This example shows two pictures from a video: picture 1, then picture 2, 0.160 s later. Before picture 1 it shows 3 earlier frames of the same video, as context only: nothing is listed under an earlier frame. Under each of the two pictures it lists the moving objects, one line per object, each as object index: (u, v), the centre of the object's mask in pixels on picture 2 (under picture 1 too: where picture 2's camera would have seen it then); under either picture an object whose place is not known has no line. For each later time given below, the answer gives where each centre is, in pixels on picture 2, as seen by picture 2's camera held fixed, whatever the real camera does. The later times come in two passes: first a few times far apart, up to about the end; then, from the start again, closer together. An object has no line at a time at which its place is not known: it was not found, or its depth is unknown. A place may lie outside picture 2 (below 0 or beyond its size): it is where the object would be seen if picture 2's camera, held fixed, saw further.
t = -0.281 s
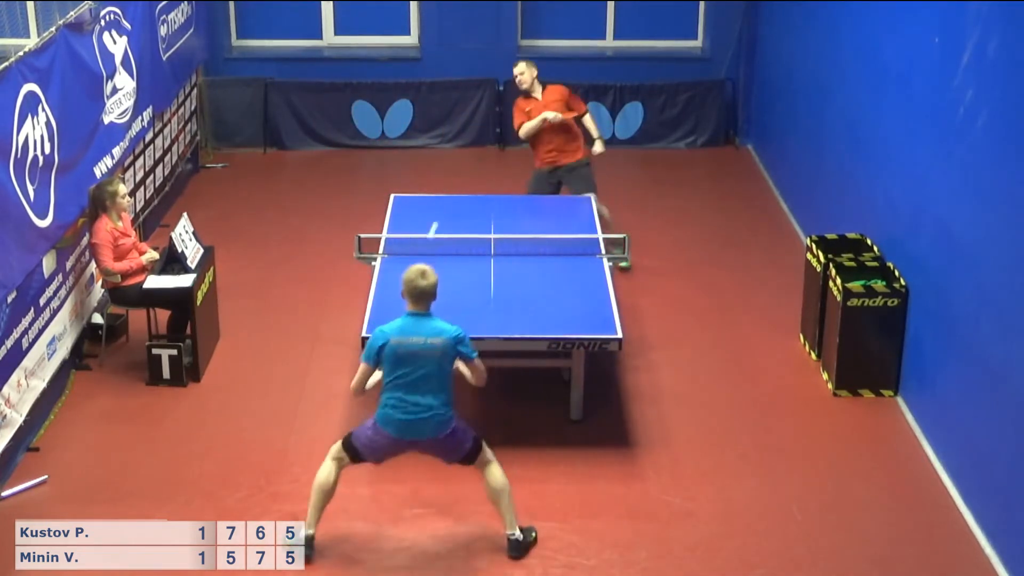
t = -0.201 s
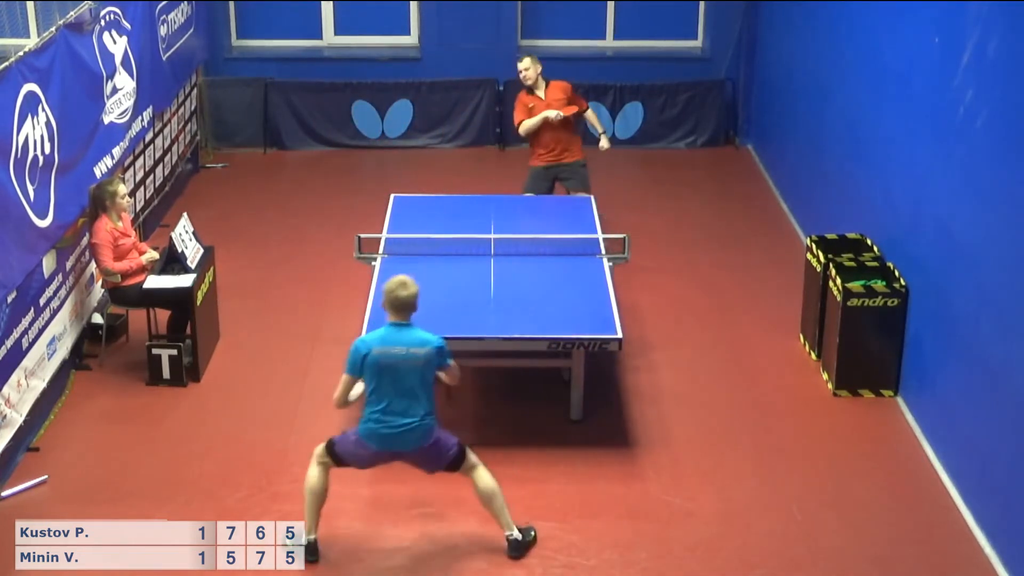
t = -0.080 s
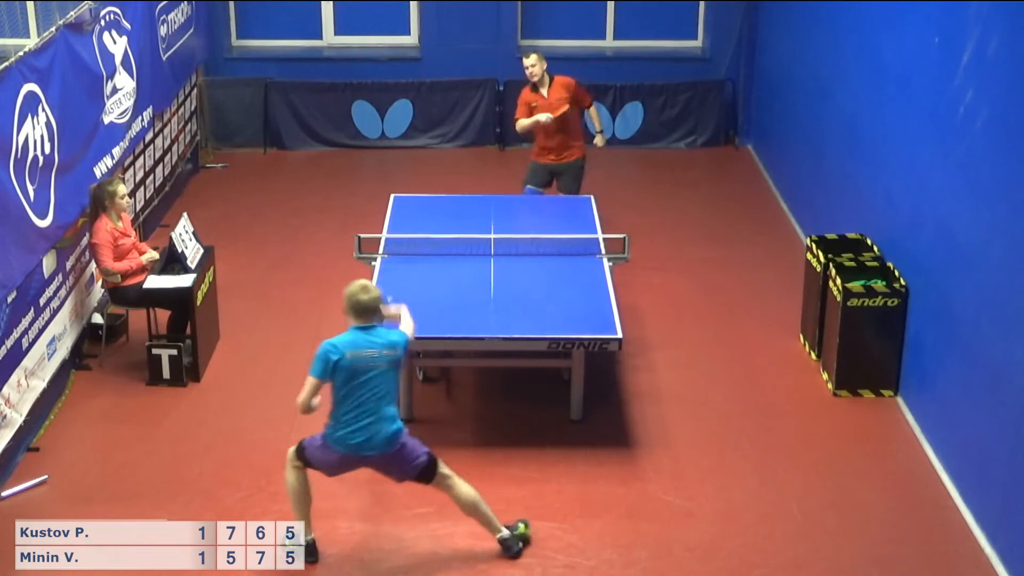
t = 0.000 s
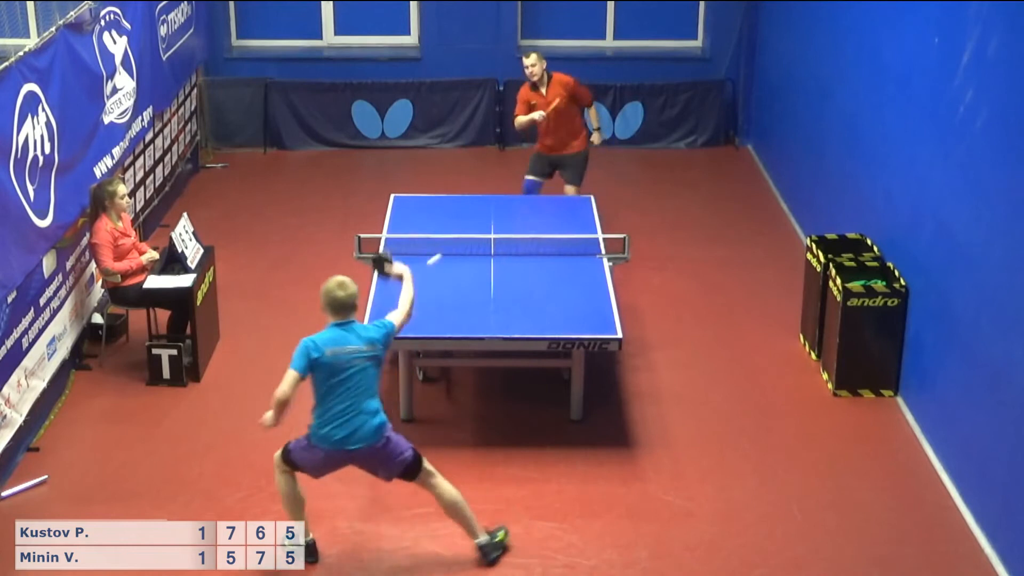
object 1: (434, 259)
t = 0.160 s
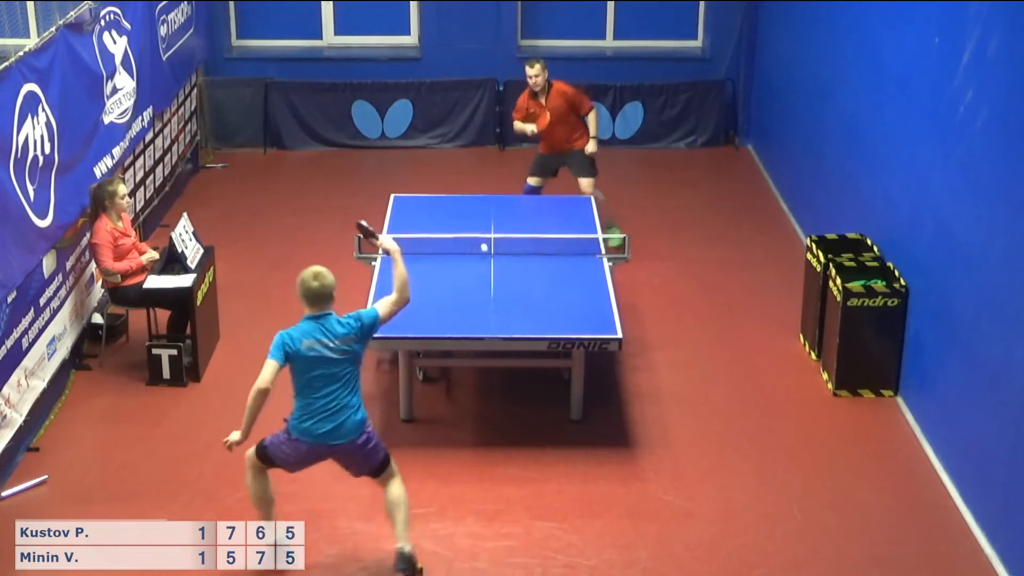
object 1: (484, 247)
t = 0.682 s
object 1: (549, 250)
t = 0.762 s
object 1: (560, 251)
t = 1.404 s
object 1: (635, 289)
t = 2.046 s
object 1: (696, 299)
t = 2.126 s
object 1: (701, 317)
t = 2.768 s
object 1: (750, 340)
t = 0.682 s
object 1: (549, 250)
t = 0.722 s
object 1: (554, 254)
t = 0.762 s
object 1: (560, 251)
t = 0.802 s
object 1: (565, 248)
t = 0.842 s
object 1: (570, 248)
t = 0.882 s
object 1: (575, 250)
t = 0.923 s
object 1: (580, 254)
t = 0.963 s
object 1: (584, 251)
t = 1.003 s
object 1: (590, 249)
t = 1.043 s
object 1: (595, 249)
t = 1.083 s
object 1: (599, 251)
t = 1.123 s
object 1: (604, 251)
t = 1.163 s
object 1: (609, 251)
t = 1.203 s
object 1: (613, 252)
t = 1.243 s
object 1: (618, 255)
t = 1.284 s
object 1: (623, 260)
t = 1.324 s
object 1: (627, 267)
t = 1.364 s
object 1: (632, 277)
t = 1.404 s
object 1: (635, 289)
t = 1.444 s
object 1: (639, 302)
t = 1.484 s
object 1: (643, 318)
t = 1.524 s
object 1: (646, 335)
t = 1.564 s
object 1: (649, 355)
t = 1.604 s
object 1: (653, 353)
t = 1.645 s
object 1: (657, 337)
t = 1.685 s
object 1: (661, 324)
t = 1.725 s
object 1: (665, 312)
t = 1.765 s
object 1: (669, 303)
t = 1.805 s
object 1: (674, 296)
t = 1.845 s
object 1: (678, 291)
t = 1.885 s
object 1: (682, 288)
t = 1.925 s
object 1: (685, 288)
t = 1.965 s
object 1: (689, 289)
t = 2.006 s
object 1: (692, 293)
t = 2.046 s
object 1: (696, 299)
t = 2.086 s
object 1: (699, 307)
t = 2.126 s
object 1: (701, 317)
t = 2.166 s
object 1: (704, 328)
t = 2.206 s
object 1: (706, 343)
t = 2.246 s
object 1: (708, 358)
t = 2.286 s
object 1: (712, 362)
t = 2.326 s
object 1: (715, 348)
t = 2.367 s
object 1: (719, 336)
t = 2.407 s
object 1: (723, 327)
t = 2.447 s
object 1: (727, 320)
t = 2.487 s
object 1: (730, 315)
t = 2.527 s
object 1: (733, 312)
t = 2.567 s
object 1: (737, 312)
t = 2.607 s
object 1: (739, 313)
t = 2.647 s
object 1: (743, 316)
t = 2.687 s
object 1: (745, 322)
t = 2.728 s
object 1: (748, 330)
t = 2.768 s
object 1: (750, 340)
